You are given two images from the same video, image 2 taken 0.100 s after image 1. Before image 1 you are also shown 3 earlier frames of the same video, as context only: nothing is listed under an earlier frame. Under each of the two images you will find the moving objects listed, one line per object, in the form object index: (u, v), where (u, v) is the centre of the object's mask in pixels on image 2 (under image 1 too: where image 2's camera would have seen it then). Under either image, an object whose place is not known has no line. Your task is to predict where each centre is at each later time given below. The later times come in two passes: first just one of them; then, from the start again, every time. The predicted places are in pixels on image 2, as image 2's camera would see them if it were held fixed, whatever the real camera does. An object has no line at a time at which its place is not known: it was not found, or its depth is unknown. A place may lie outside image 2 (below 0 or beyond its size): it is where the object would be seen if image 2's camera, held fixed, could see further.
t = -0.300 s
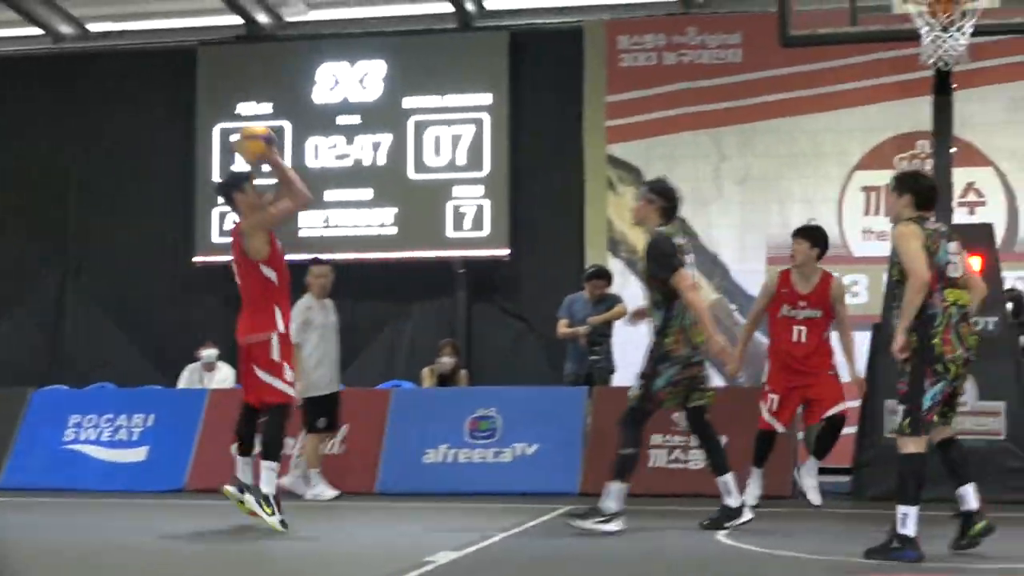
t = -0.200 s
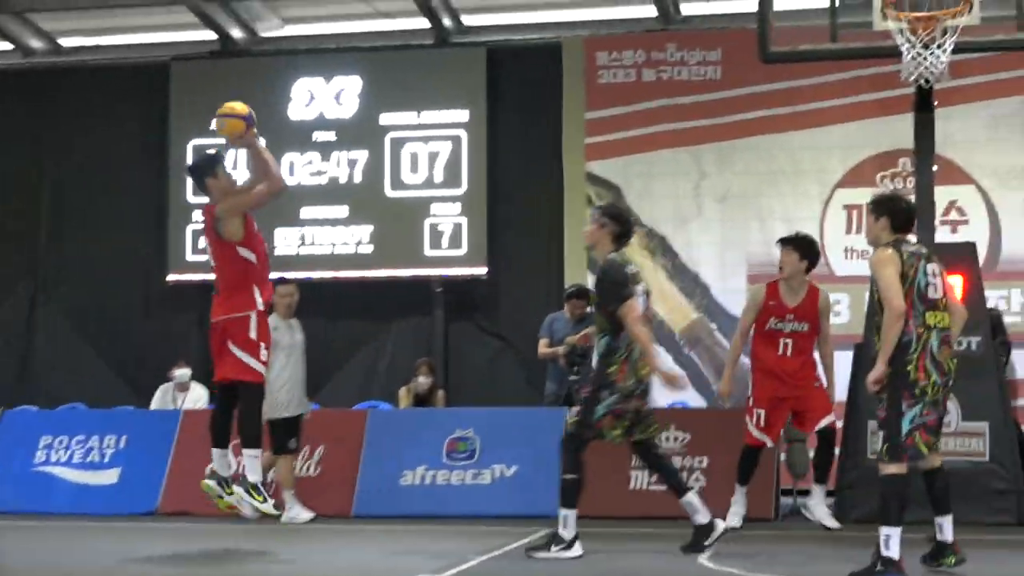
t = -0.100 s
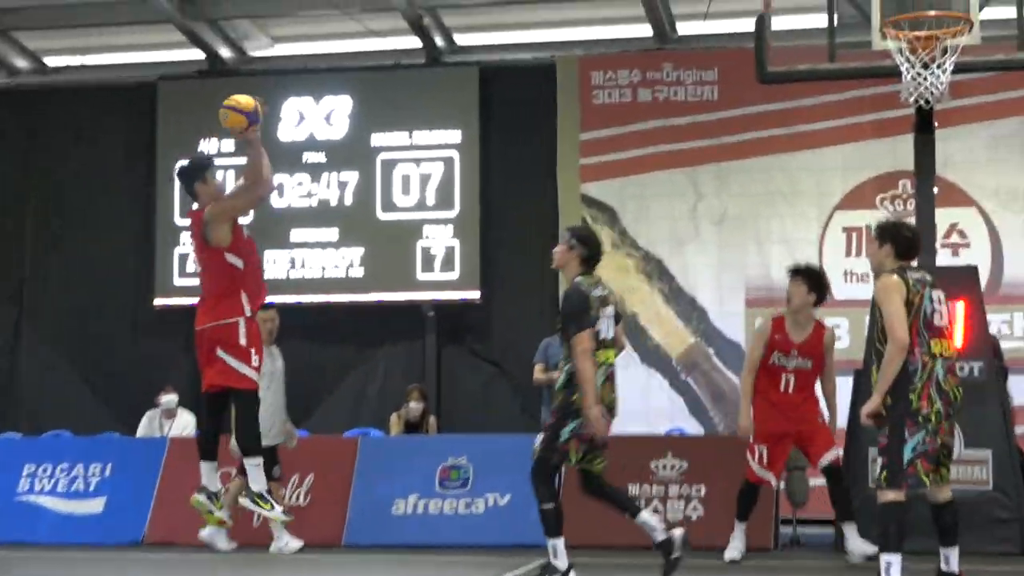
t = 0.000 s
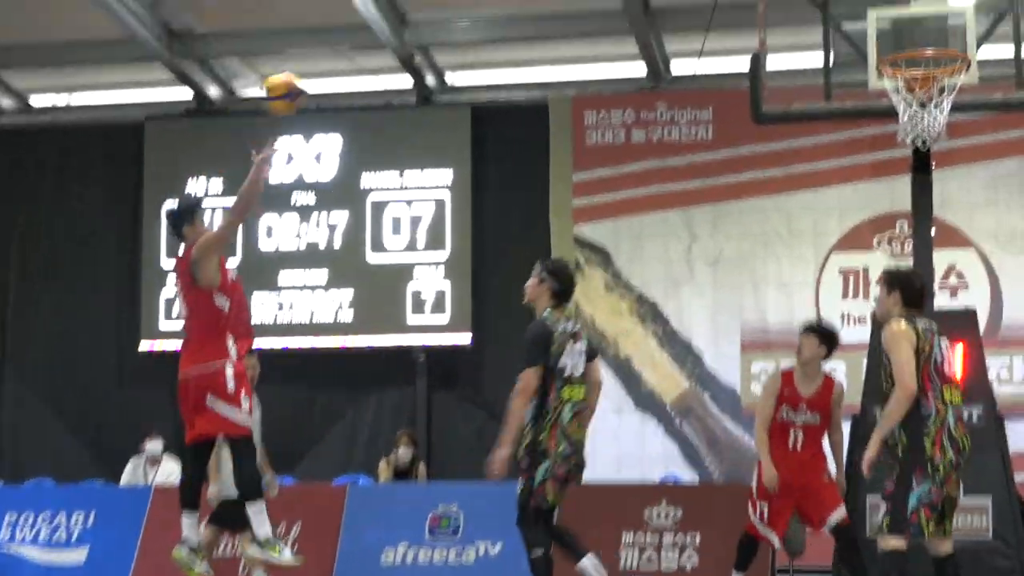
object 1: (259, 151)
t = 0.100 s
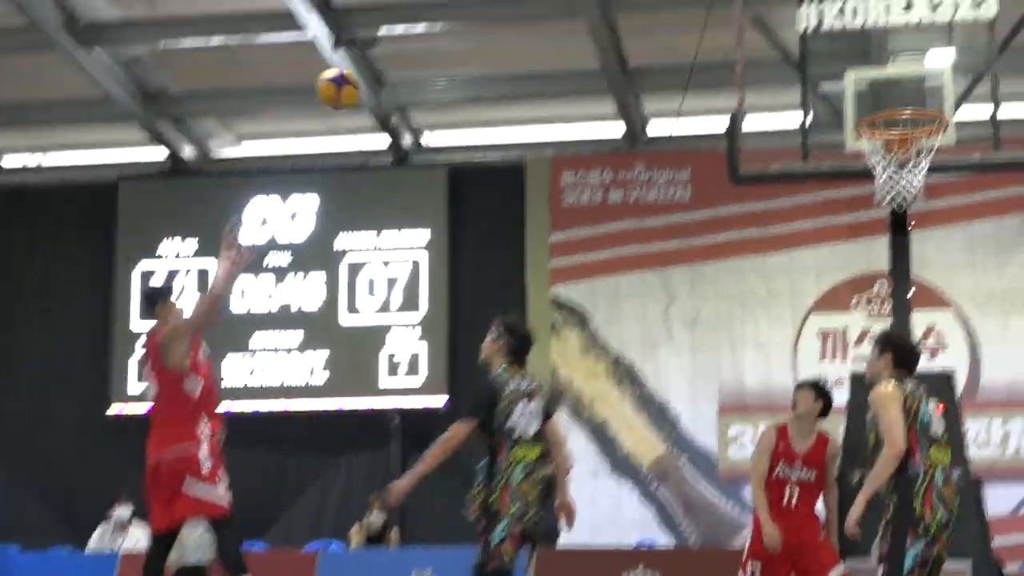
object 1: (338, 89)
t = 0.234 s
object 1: (443, 29)
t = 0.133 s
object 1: (365, 71)
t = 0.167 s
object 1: (390, 55)
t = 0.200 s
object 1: (417, 42)
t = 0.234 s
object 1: (443, 29)
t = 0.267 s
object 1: (470, 19)
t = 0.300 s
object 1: (497, 10)
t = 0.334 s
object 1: (523, 3)
